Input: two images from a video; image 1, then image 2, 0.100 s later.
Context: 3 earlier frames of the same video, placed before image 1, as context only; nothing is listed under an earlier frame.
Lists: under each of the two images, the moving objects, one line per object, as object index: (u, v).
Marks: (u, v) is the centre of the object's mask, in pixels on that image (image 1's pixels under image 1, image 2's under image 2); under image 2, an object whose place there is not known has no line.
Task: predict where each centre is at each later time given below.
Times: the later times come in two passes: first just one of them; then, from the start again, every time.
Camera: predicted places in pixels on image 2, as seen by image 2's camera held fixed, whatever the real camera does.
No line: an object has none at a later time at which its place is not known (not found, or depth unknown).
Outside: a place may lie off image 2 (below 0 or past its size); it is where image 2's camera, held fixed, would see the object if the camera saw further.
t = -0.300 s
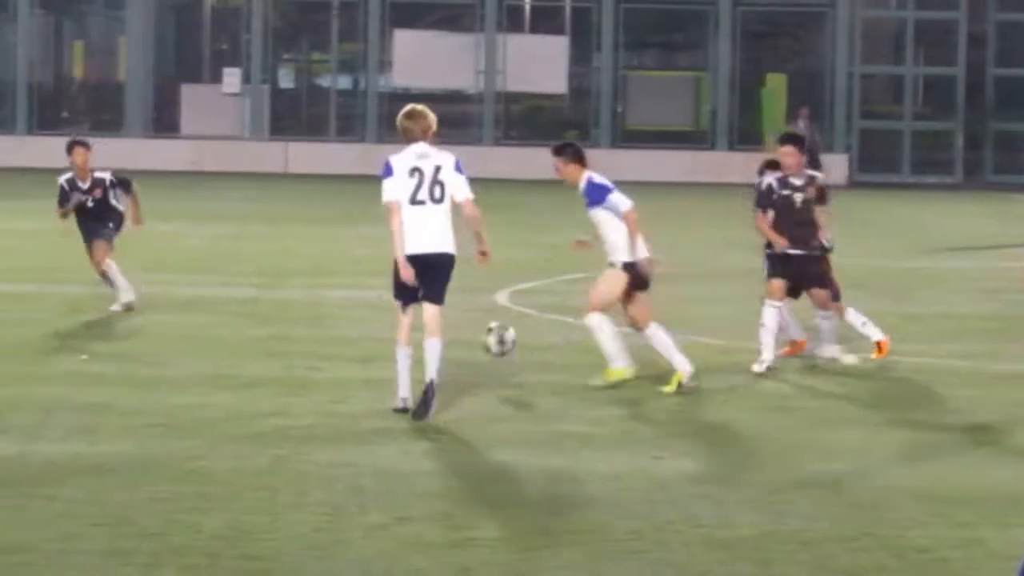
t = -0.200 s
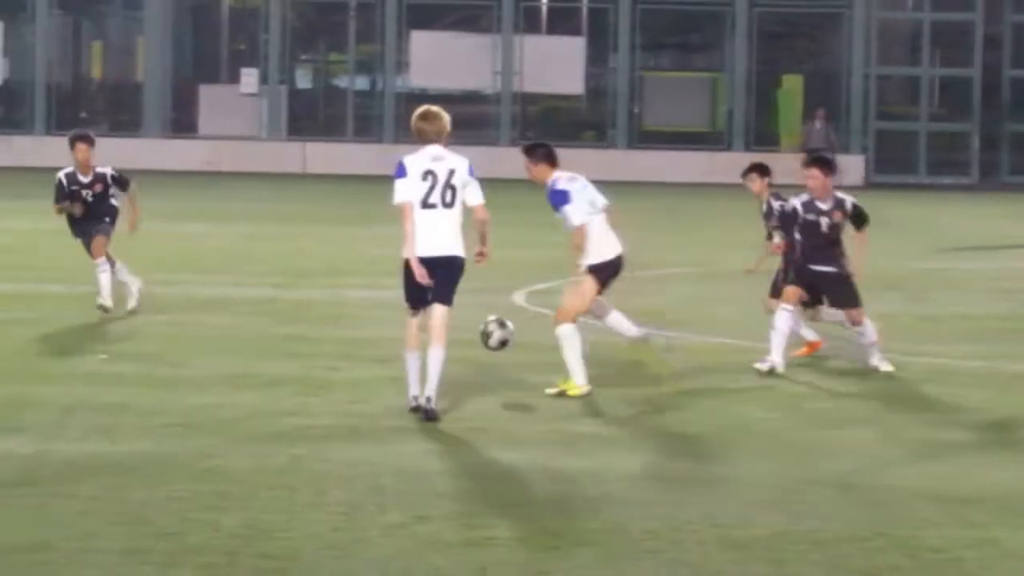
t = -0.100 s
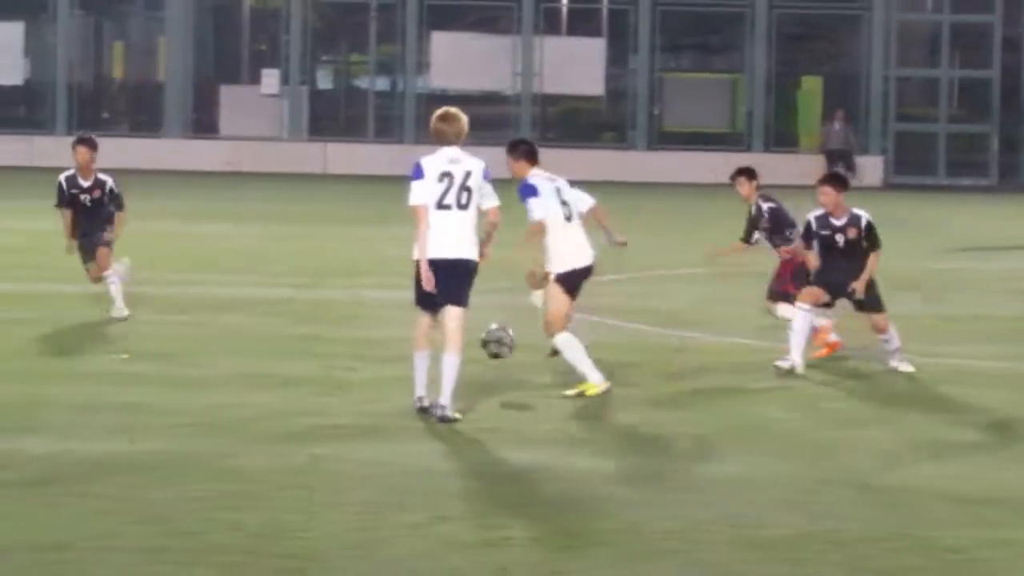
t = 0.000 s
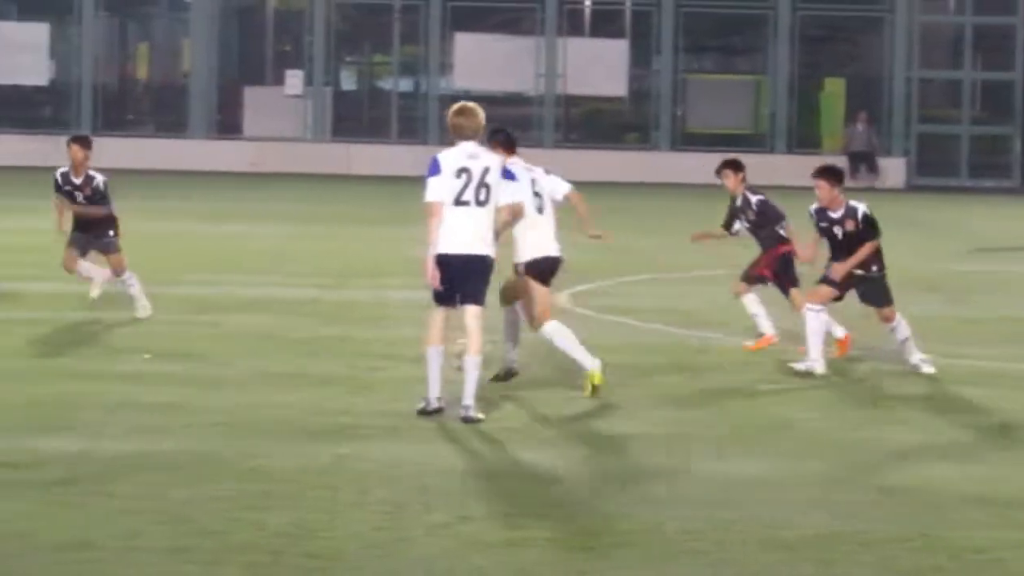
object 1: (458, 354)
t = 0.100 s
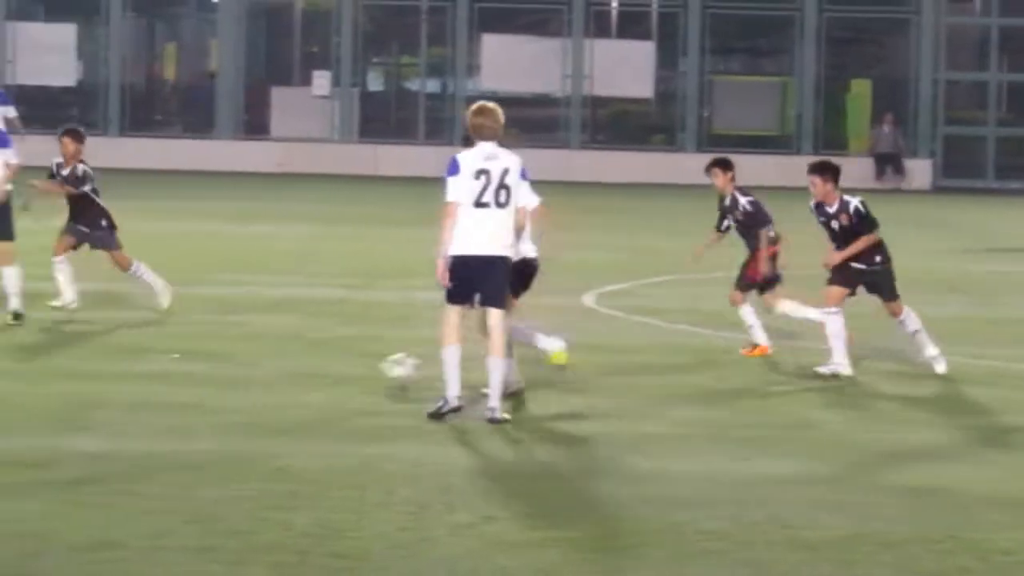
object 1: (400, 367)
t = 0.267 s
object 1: (279, 359)
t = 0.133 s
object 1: (369, 375)
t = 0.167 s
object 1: (347, 368)
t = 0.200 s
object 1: (324, 364)
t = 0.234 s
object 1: (301, 361)
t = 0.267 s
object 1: (279, 359)
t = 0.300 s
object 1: (255, 359)
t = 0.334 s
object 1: (232, 360)
